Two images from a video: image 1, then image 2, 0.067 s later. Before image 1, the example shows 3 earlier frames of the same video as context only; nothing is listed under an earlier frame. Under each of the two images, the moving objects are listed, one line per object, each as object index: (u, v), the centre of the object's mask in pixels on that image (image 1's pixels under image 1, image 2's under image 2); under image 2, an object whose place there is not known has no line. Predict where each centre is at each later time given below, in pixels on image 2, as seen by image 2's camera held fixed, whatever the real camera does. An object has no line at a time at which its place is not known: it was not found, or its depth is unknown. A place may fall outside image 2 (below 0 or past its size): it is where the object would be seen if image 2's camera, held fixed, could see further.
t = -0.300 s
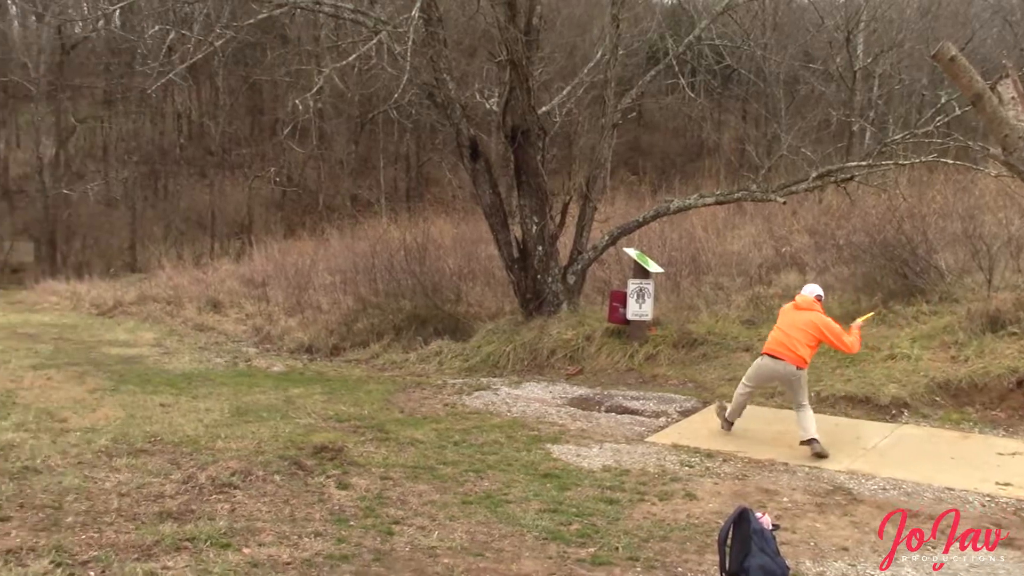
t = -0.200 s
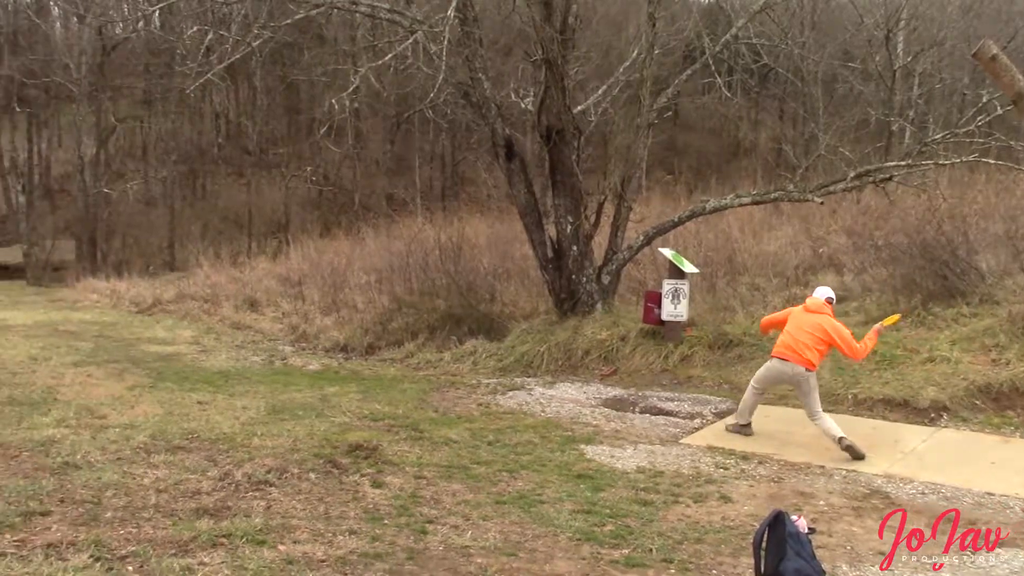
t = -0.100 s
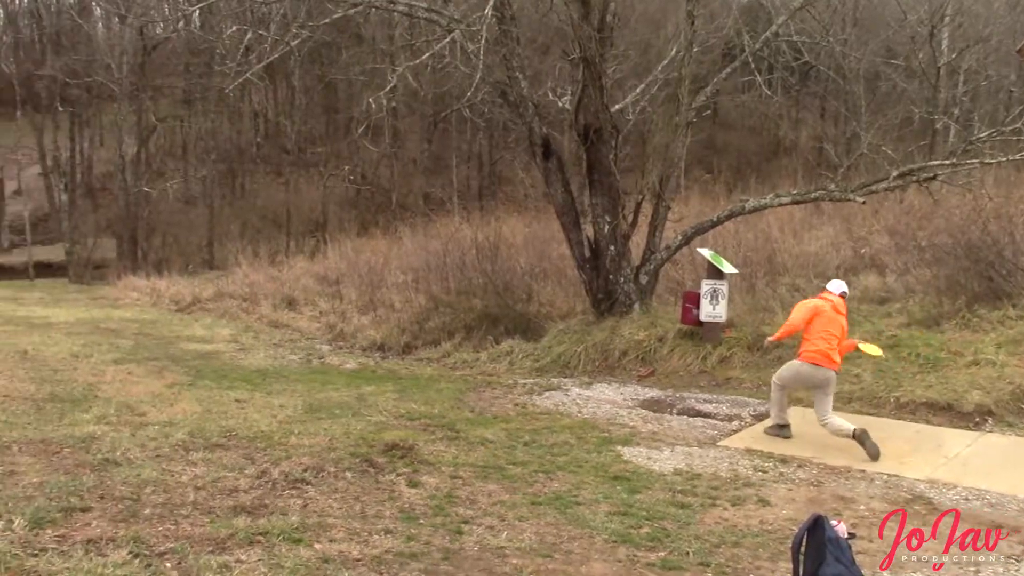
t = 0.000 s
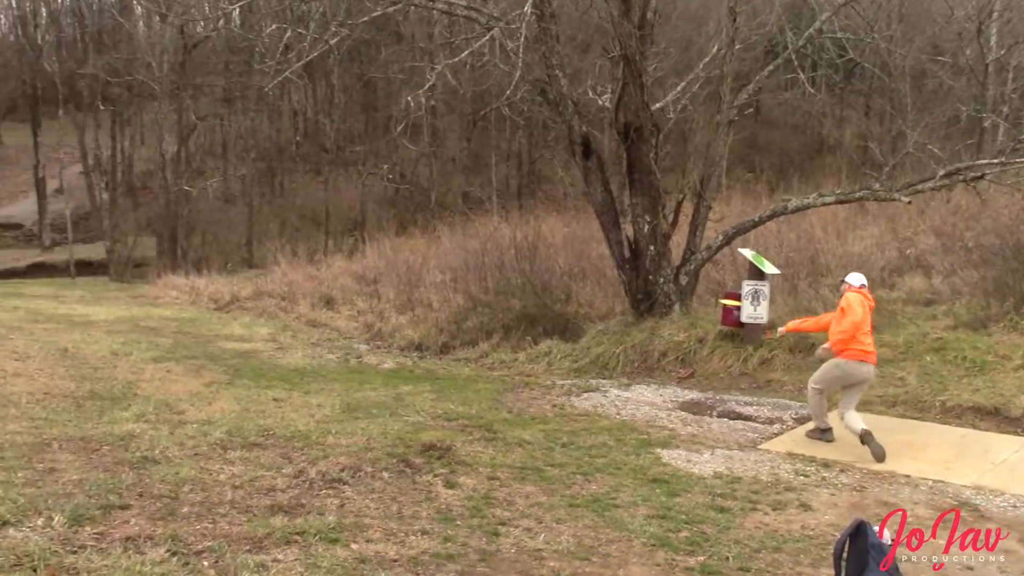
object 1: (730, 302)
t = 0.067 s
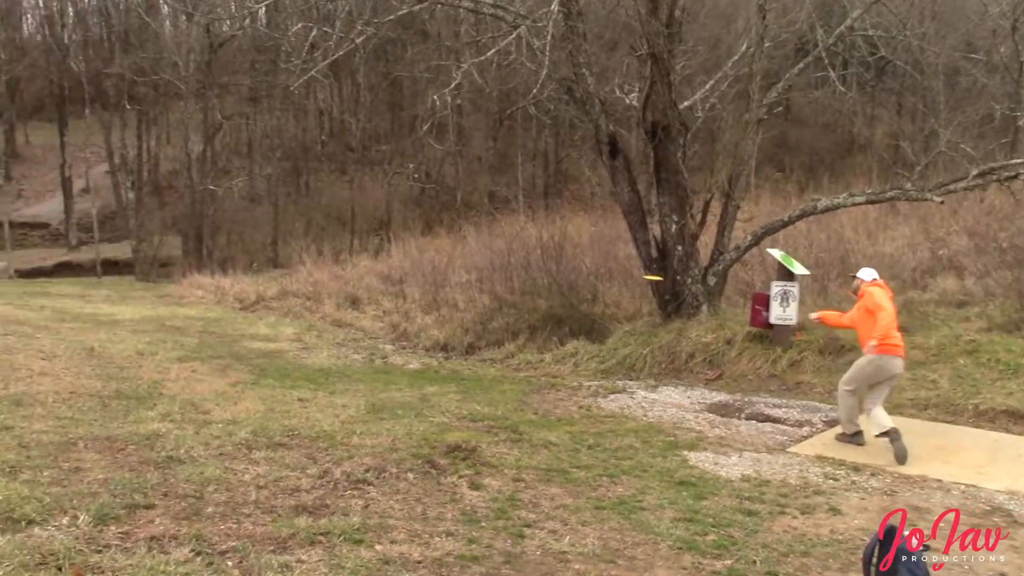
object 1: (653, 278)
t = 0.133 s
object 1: (566, 259)
